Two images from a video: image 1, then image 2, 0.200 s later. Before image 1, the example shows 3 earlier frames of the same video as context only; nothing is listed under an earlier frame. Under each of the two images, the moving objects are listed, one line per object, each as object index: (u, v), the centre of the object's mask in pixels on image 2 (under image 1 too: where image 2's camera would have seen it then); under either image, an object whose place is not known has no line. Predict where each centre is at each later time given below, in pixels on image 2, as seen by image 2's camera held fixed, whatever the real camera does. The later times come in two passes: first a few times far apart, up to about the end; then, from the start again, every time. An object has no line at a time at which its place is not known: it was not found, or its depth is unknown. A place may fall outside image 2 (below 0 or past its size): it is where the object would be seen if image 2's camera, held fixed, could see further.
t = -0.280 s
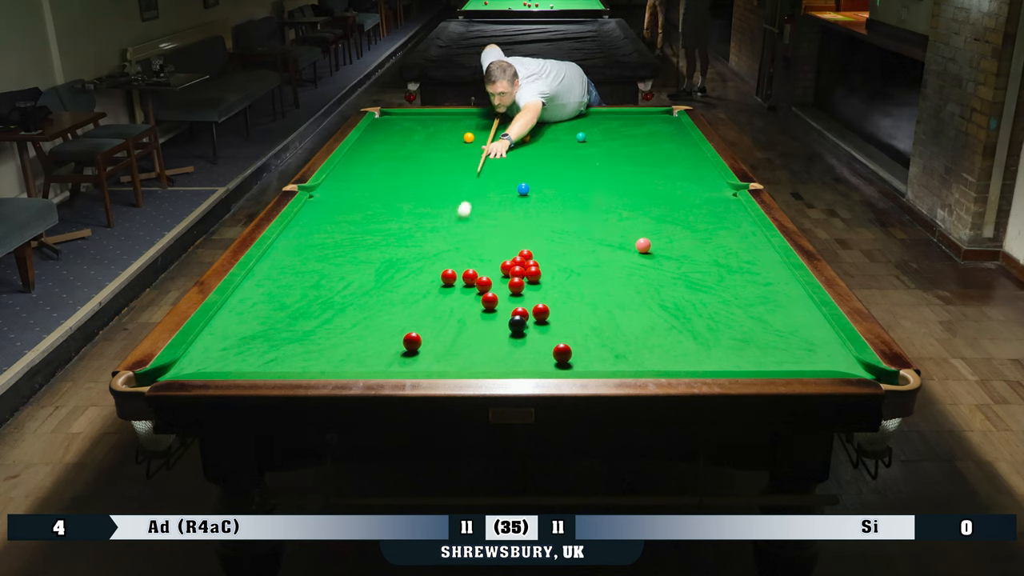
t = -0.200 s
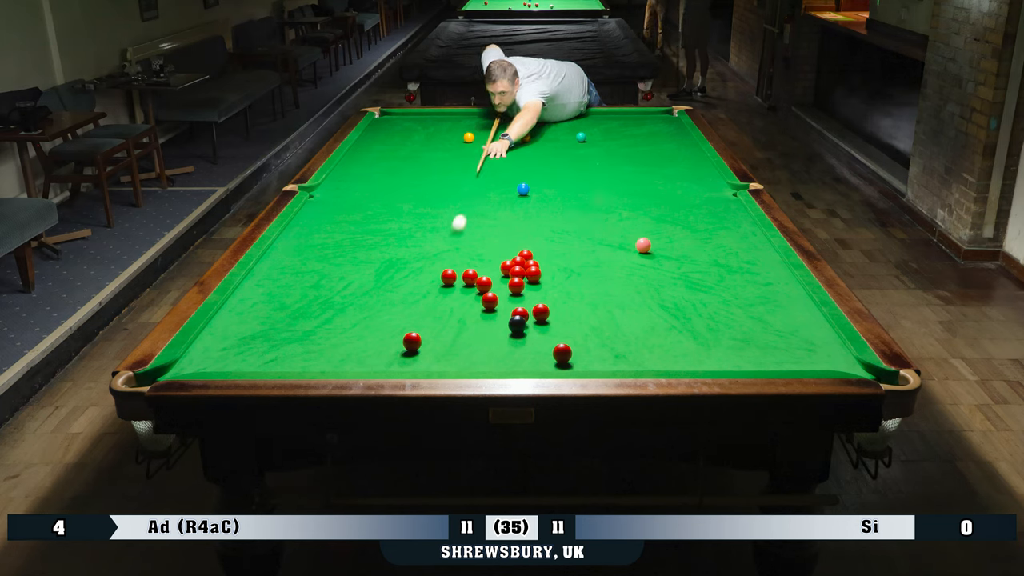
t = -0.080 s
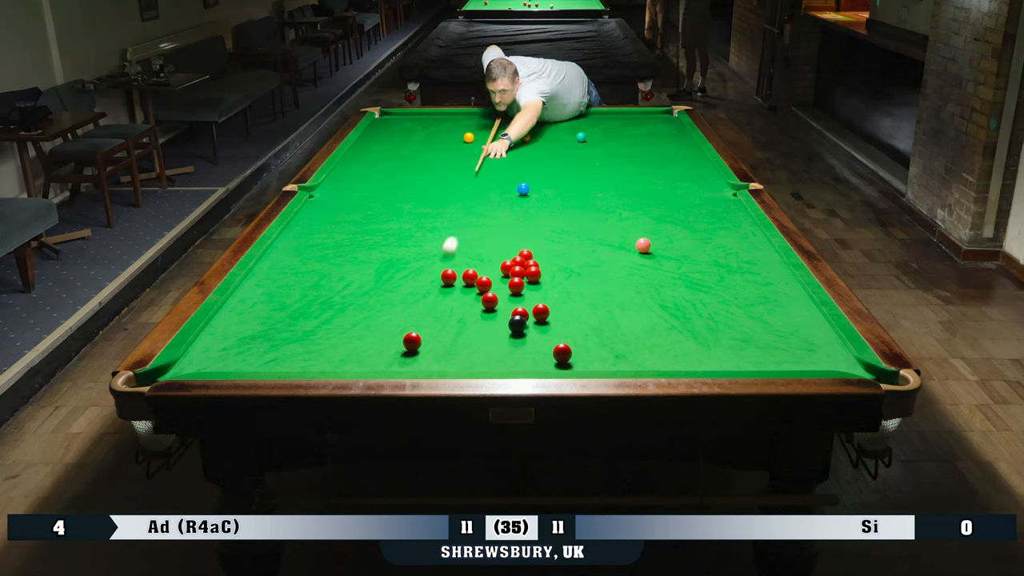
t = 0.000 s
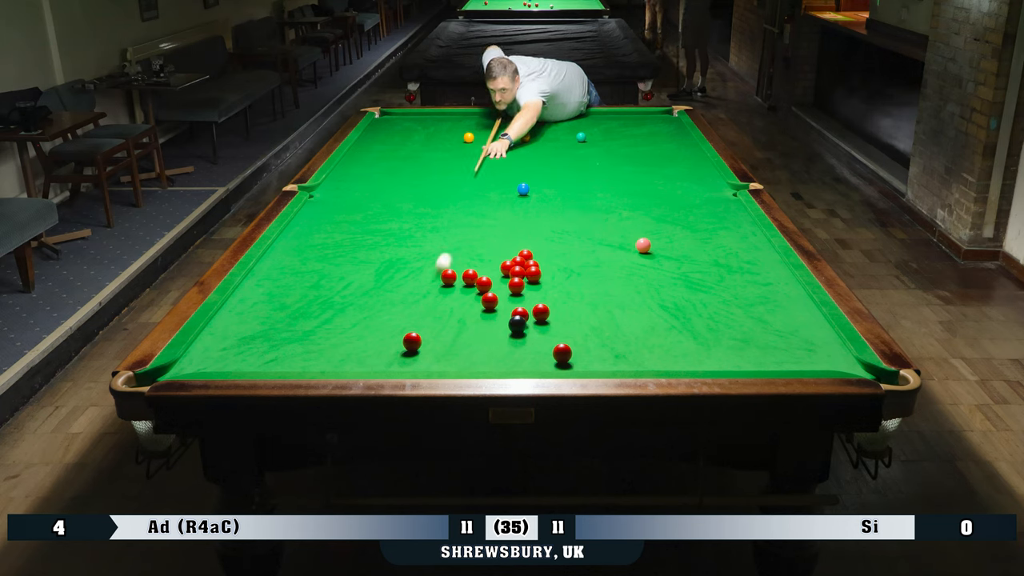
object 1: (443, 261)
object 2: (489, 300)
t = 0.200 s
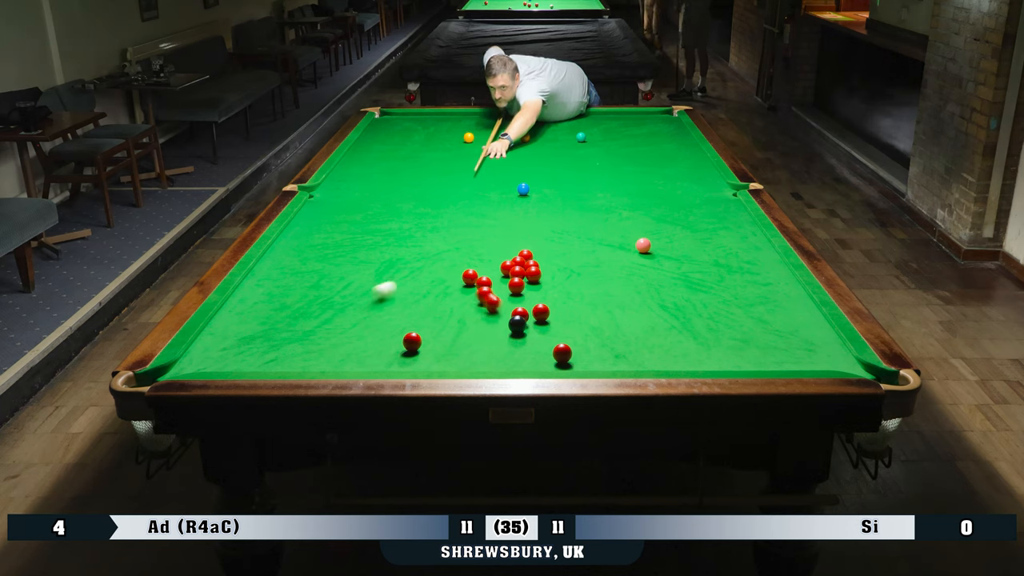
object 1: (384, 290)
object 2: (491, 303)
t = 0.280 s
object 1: (358, 301)
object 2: (502, 312)
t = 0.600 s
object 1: (235, 353)
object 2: (490, 331)
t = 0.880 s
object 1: (218, 362)
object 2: (478, 347)
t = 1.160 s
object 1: (291, 360)
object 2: (466, 362)
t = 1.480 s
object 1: (368, 357)
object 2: (457, 362)
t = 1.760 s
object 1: (432, 356)
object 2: (454, 355)
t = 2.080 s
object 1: (443, 358)
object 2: (494, 344)
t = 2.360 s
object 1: (450, 358)
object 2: (523, 337)
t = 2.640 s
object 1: (454, 359)
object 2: (549, 330)
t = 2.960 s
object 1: (455, 359)
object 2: (575, 323)
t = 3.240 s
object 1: (455, 359)
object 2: (593, 318)
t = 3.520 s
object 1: (455, 359)
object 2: (603, 317)
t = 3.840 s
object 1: (455, 359)
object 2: (610, 318)
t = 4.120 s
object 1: (455, 359)
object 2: (613, 318)
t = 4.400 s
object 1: (455, 359)
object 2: (614, 318)
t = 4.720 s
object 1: (455, 359)
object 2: (614, 318)
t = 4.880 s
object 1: (455, 359)
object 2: (614, 318)
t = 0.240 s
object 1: (371, 295)
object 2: (497, 307)
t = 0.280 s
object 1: (358, 301)
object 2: (502, 312)
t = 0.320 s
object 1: (344, 307)
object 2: (501, 315)
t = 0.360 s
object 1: (329, 313)
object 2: (500, 317)
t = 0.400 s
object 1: (315, 319)
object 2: (498, 320)
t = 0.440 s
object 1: (301, 325)
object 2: (497, 322)
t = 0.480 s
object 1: (284, 333)
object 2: (495, 324)
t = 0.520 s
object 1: (269, 339)
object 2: (493, 327)
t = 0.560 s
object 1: (252, 347)
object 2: (491, 329)
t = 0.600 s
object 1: (235, 353)
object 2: (490, 331)
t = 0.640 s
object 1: (219, 360)
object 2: (488, 333)
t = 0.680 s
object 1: (201, 366)
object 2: (486, 336)
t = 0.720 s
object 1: (187, 366)
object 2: (485, 338)
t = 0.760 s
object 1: (182, 364)
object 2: (483, 341)
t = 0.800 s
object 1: (194, 363)
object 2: (481, 343)
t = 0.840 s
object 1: (207, 362)
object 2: (479, 346)
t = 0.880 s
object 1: (218, 362)
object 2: (478, 347)
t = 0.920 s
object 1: (229, 361)
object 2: (476, 350)
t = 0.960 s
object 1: (240, 361)
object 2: (474, 352)
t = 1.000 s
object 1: (250, 361)
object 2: (472, 355)
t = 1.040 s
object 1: (260, 360)
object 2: (471, 357)
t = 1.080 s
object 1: (270, 360)
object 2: (469, 359)
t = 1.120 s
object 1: (281, 360)
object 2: (467, 361)
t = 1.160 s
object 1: (291, 360)
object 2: (466, 362)
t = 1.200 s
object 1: (301, 360)
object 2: (464, 363)
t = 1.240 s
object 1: (311, 359)
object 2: (462, 364)
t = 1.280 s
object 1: (321, 359)
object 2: (461, 365)
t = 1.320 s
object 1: (331, 359)
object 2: (460, 365)
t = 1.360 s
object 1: (340, 358)
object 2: (459, 365)
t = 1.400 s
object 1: (349, 358)
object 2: (459, 364)
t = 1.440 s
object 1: (359, 358)
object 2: (458, 363)
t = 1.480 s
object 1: (368, 357)
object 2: (457, 362)
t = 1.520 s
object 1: (378, 357)
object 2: (457, 361)
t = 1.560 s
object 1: (387, 357)
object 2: (456, 361)
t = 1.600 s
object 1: (396, 357)
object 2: (455, 360)
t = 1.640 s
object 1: (406, 356)
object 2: (455, 359)
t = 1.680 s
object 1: (414, 356)
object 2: (454, 357)
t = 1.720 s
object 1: (423, 355)
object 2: (454, 356)
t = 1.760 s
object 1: (432, 356)
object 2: (454, 355)
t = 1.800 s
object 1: (433, 356)
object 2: (460, 353)
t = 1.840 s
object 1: (435, 357)
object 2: (465, 352)
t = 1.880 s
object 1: (436, 357)
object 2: (470, 350)
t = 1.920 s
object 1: (438, 357)
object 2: (475, 349)
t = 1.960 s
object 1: (439, 357)
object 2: (480, 348)
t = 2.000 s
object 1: (440, 357)
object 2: (485, 347)
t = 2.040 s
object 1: (442, 357)
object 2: (490, 346)
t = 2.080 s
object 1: (443, 358)
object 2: (494, 344)
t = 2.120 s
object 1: (444, 358)
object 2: (498, 343)
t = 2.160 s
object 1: (445, 358)
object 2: (503, 342)
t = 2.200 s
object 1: (447, 358)
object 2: (508, 341)
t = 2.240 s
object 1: (448, 358)
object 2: (512, 340)
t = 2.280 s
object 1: (449, 358)
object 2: (516, 339)
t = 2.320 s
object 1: (450, 358)
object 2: (519, 338)
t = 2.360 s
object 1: (450, 358)
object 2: (523, 337)
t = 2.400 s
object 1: (451, 359)
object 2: (527, 336)
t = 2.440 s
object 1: (452, 359)
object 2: (531, 335)
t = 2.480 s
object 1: (453, 359)
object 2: (535, 334)
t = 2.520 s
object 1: (453, 359)
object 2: (539, 333)
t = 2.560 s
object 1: (454, 359)
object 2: (542, 332)
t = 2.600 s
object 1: (454, 359)
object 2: (546, 331)
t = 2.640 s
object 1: (454, 359)
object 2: (549, 330)
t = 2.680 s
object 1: (455, 359)
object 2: (553, 329)
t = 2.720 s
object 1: (455, 359)
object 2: (556, 328)
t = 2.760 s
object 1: (455, 359)
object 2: (559, 327)
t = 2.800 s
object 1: (455, 359)
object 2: (563, 326)
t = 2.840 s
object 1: (455, 359)
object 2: (566, 326)
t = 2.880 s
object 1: (455, 359)
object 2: (569, 325)
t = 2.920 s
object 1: (455, 359)
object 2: (572, 324)
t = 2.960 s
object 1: (455, 359)
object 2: (575, 323)
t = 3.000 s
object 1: (455, 359)
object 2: (578, 323)
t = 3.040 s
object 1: (455, 359)
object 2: (580, 322)
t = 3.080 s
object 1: (455, 359)
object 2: (583, 321)
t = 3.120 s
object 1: (455, 359)
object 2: (586, 320)
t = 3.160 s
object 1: (455, 359)
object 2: (588, 320)
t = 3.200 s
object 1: (455, 359)
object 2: (591, 319)
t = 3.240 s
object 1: (455, 359)
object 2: (593, 318)
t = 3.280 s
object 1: (455, 359)
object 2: (596, 318)
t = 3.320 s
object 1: (455, 359)
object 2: (598, 318)
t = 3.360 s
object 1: (455, 359)
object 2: (599, 318)
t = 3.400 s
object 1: (455, 359)
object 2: (600, 318)
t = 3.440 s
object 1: (455, 359)
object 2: (601, 318)
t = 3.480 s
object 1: (455, 359)
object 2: (602, 317)
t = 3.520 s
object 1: (455, 359)
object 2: (603, 317)
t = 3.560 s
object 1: (455, 359)
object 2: (604, 318)
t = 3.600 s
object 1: (455, 359)
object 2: (605, 318)
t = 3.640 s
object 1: (455, 359)
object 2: (606, 318)
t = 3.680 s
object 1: (455, 359)
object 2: (607, 318)
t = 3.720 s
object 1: (455, 359)
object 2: (608, 318)
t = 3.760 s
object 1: (455, 359)
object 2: (609, 317)
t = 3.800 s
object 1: (455, 359)
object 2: (610, 318)
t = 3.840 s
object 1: (455, 359)
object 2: (610, 318)
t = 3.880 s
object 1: (455, 359)
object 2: (611, 318)
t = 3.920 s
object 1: (455, 359)
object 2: (611, 318)
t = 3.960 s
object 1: (455, 359)
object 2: (612, 318)
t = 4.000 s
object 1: (455, 359)
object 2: (612, 318)
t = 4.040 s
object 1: (455, 359)
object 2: (613, 318)
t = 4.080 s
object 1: (455, 359)
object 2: (613, 318)
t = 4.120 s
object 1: (455, 359)
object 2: (613, 318)
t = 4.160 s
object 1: (455, 359)
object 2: (614, 318)
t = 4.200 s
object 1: (455, 359)
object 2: (614, 318)
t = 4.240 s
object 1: (455, 359)
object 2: (614, 318)
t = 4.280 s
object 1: (455, 359)
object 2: (614, 318)
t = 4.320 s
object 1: (455, 359)
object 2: (614, 318)
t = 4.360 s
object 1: (455, 359)
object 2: (614, 318)
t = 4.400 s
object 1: (455, 359)
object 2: (614, 318)
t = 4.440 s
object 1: (455, 359)
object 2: (614, 318)
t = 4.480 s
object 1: (455, 359)
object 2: (614, 318)
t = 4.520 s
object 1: (455, 359)
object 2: (614, 318)
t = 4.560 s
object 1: (455, 359)
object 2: (614, 318)
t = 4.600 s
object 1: (455, 359)
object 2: (614, 318)
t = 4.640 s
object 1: (455, 359)
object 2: (614, 318)
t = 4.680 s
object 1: (455, 359)
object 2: (614, 318)
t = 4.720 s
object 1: (455, 359)
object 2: (614, 318)
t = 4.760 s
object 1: (455, 359)
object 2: (614, 318)
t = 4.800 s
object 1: (455, 359)
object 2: (614, 318)
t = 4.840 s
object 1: (455, 359)
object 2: (614, 318)
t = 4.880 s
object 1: (455, 359)
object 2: (614, 318)
